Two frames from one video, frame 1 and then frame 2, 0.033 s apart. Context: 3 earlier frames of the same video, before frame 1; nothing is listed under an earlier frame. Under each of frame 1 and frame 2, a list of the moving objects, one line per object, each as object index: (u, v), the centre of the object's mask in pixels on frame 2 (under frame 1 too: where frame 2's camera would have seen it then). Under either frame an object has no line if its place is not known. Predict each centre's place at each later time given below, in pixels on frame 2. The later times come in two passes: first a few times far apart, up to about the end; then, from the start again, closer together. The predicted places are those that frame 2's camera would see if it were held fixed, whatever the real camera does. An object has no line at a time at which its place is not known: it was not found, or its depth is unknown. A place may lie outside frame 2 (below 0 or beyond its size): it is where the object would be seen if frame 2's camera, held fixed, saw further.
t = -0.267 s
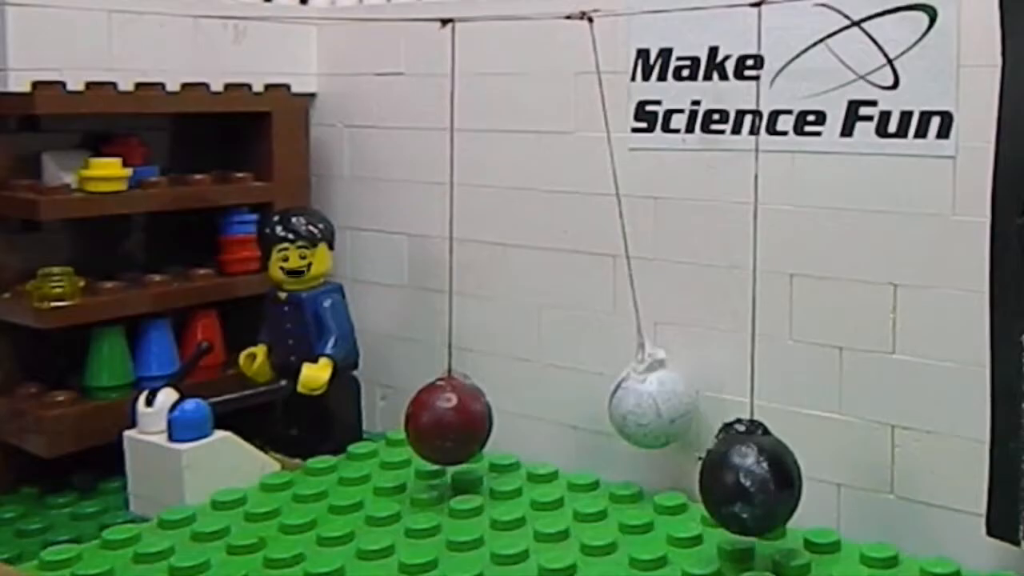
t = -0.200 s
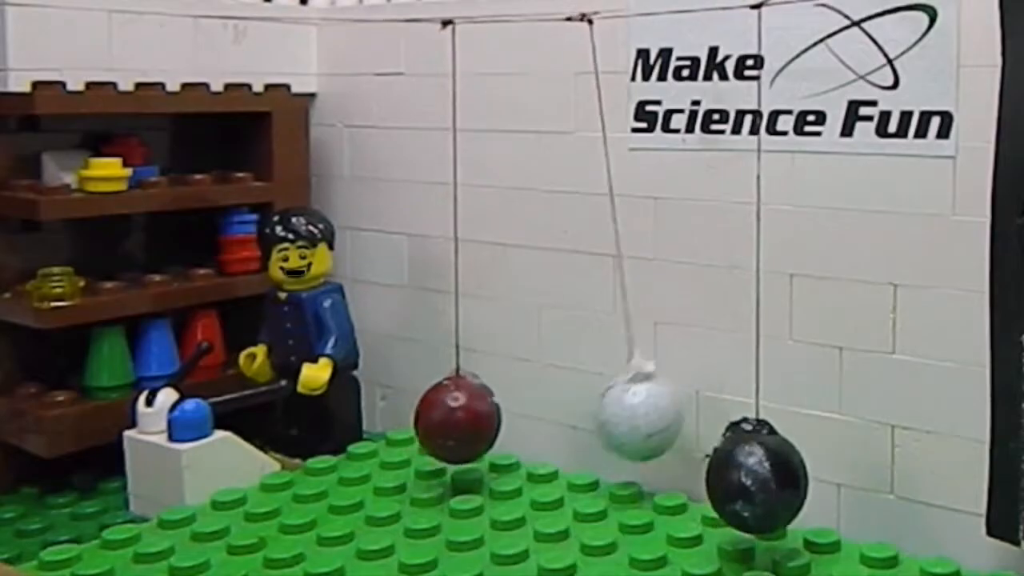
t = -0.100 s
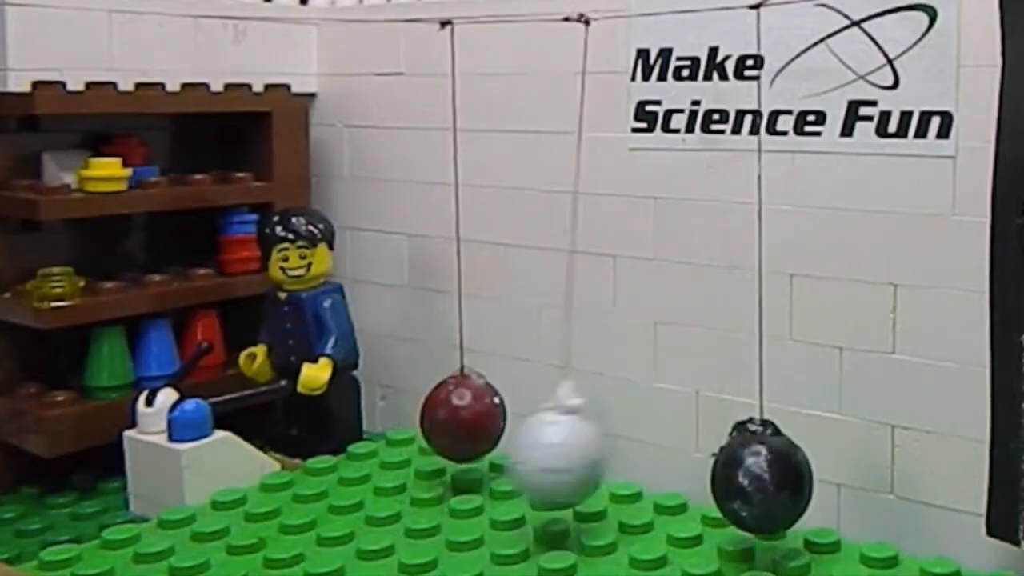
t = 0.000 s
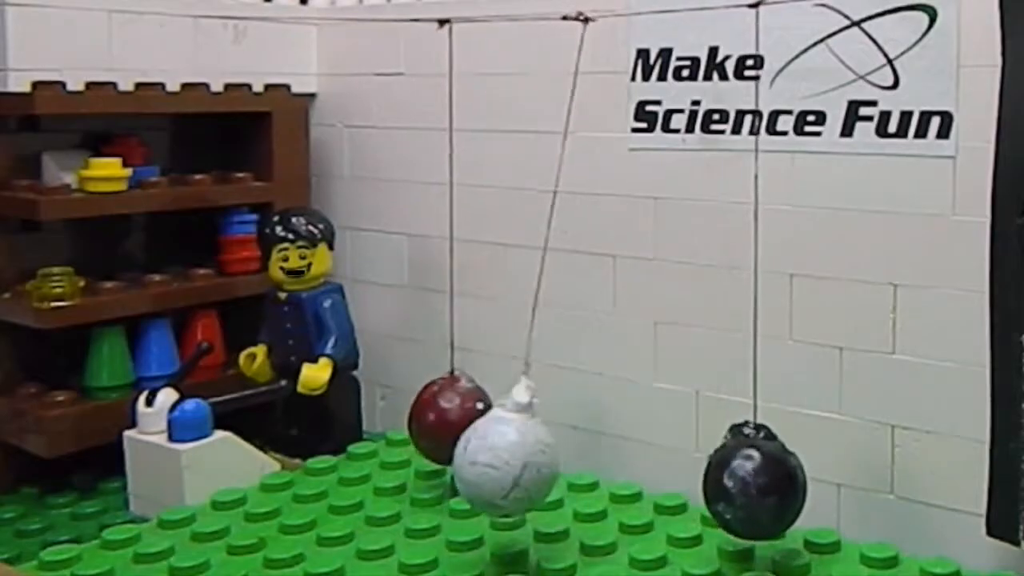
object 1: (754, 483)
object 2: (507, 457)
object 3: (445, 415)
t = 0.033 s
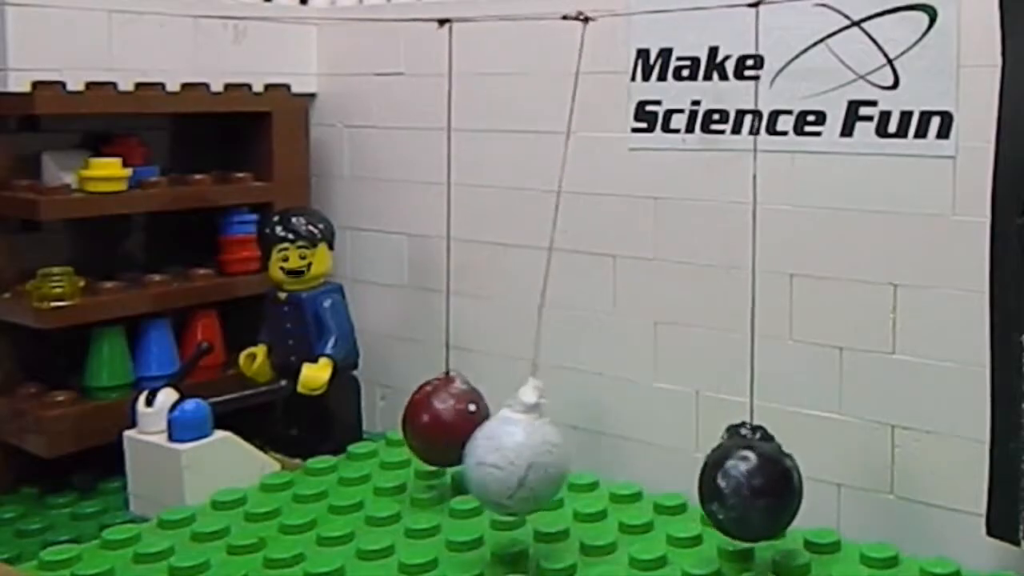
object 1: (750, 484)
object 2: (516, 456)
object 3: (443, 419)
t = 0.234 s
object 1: (750, 481)
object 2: (651, 401)
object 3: (449, 421)
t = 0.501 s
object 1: (753, 484)
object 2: (508, 456)
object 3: (444, 417)
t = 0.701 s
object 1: (746, 483)
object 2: (645, 407)
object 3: (442, 423)
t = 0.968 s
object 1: (758, 481)
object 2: (510, 456)
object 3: (449, 414)
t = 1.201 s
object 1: (747, 482)
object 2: (646, 406)
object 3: (443, 421)
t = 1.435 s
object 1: (764, 478)
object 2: (519, 456)
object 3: (459, 409)
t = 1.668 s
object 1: (739, 488)
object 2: (637, 414)
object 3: (433, 425)
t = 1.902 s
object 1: (771, 475)
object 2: (533, 457)
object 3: (470, 409)
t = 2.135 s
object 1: (731, 491)
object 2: (623, 423)
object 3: (423, 427)
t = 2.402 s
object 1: (771, 475)
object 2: (531, 457)
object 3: (470, 408)
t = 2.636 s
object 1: (729, 491)
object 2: (627, 422)
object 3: (422, 428)
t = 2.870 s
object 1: (779, 469)
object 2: (548, 454)
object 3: (481, 407)
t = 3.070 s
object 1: (718, 495)
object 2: (590, 441)
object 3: (410, 429)
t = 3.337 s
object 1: (785, 466)
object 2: (565, 452)
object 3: (490, 405)
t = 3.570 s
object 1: (716, 496)
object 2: (596, 438)
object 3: (406, 429)
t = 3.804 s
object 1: (788, 462)
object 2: (582, 445)
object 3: (494, 403)
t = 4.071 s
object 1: (714, 496)
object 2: (604, 436)
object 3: (403, 431)
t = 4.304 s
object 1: (790, 461)
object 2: (577, 449)
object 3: (497, 402)
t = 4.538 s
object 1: (711, 497)
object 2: (588, 441)
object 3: (401, 430)
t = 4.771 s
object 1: (792, 461)
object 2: (590, 444)
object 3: (496, 401)
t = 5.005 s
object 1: (713, 496)
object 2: (577, 446)
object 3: (403, 431)
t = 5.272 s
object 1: (794, 458)
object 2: (581, 447)
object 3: (500, 399)
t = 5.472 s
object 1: (720, 494)
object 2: (567, 448)
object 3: (413, 430)
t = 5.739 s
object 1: (791, 461)
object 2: (591, 444)
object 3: (496, 403)
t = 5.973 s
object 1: (716, 495)
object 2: (577, 445)
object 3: (408, 430)
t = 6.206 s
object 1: (785, 465)
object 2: (596, 443)
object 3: (485, 407)
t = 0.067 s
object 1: (746, 486)
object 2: (538, 454)
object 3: (441, 423)
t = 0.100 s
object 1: (743, 488)
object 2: (570, 450)
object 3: (438, 425)
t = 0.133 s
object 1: (742, 487)
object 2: (601, 436)
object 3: (437, 425)
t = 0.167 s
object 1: (743, 485)
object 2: (627, 420)
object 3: (439, 423)
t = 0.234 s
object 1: (750, 481)
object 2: (651, 401)
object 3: (449, 421)
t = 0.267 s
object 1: (755, 477)
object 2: (647, 404)
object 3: (456, 418)
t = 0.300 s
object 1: (760, 477)
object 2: (633, 417)
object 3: (462, 417)
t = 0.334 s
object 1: (764, 476)
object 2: (612, 432)
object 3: (466, 416)
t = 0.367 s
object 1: (765, 476)
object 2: (583, 444)
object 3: (468, 415)
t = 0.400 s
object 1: (765, 477)
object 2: (551, 453)
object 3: (466, 415)
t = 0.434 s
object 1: (762, 480)
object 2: (523, 458)
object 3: (459, 413)
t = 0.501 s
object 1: (753, 484)
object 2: (508, 456)
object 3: (444, 417)
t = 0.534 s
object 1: (747, 488)
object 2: (521, 458)
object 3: (440, 423)
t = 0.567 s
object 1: (742, 489)
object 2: (547, 454)
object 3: (436, 425)
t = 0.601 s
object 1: (739, 489)
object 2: (578, 446)
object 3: (432, 426)
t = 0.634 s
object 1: (739, 489)
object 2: (606, 434)
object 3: (432, 427)
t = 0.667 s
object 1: (741, 486)
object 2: (630, 418)
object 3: (436, 425)
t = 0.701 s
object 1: (746, 483)
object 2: (645, 407)
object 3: (442, 423)
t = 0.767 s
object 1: (759, 477)
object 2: (643, 409)
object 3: (458, 418)
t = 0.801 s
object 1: (765, 474)
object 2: (628, 421)
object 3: (466, 416)
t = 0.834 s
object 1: (769, 474)
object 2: (603, 437)
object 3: (470, 415)
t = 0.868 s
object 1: (770, 474)
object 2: (573, 448)
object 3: (471, 414)
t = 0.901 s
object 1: (769, 475)
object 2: (543, 454)
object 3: (468, 413)
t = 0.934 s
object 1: (764, 479)
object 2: (520, 457)
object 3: (458, 412)
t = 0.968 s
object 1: (758, 481)
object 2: (510, 456)
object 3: (449, 414)
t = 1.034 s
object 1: (743, 488)
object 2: (530, 457)
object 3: (437, 424)
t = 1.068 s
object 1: (737, 490)
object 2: (556, 453)
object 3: (430, 426)
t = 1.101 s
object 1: (735, 490)
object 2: (585, 442)
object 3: (427, 426)
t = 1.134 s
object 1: (735, 489)
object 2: (614, 429)
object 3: (428, 426)
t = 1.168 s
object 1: (740, 486)
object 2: (634, 416)
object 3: (434, 424)
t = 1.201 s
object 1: (747, 482)
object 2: (646, 406)
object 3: (443, 421)
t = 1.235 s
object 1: (755, 479)
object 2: (647, 406)
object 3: (453, 419)
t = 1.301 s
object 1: (770, 472)
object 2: (621, 426)
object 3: (471, 413)
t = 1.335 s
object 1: (773, 472)
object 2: (596, 440)
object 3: (476, 412)
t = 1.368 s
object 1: (774, 473)
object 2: (566, 450)
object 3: (476, 411)
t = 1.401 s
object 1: (771, 474)
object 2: (538, 454)
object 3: (470, 410)
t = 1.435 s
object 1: (764, 478)
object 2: (519, 456)
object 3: (459, 409)
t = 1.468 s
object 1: (756, 483)
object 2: (512, 456)
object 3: (449, 414)
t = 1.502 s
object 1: (747, 487)
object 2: (518, 456)
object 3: (440, 421)
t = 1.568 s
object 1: (732, 492)
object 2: (565, 450)
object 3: (425, 428)
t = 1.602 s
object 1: (731, 491)
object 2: (594, 439)
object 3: (423, 427)
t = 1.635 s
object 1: (733, 490)
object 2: (618, 425)
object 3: (425, 426)
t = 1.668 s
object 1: (739, 488)
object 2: (637, 414)
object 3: (433, 425)
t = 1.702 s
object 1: (748, 483)
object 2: (645, 406)
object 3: (445, 422)
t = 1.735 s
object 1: (758, 478)
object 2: (644, 408)
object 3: (457, 418)
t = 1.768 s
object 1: (767, 475)
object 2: (634, 418)
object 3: (468, 415)
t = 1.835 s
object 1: (777, 470)
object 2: (588, 444)
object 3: (480, 410)
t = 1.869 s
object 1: (776, 472)
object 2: (559, 453)
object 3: (479, 410)
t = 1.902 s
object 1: (771, 475)
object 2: (533, 457)
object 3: (470, 409)
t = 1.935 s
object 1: (763, 479)
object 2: (519, 456)
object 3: (458, 411)
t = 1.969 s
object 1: (753, 485)
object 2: (516, 457)
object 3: (446, 417)
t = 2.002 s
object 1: (742, 489)
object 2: (526, 457)
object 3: (437, 424)
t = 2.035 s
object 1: (732, 492)
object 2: (548, 454)
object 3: (426, 426)
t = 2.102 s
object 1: (726, 493)
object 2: (602, 437)
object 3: (418, 428)
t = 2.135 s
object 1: (731, 491)
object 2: (623, 423)
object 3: (423, 427)
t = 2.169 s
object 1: (739, 488)
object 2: (639, 414)
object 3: (433, 425)
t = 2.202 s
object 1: (750, 484)
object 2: (644, 411)
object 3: (447, 422)
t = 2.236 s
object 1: (761, 477)
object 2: (641, 413)
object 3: (461, 417)
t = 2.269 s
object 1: (771, 473)
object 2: (628, 424)
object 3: (473, 413)
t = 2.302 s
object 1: (778, 470)
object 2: (607, 437)
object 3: (481, 410)
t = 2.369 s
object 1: (778, 471)
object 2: (553, 454)
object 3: (480, 408)
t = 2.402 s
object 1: (771, 475)
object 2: (531, 457)
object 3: (470, 408)
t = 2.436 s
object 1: (761, 480)
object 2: (520, 458)
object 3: (457, 413)
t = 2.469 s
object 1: (748, 486)
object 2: (520, 457)
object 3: (444, 420)
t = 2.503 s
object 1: (736, 491)
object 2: (533, 457)
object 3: (432, 426)
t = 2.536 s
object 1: (727, 493)
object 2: (557, 452)
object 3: (420, 428)
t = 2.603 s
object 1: (723, 494)
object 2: (606, 435)
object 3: (415, 430)
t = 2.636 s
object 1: (729, 491)
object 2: (627, 422)
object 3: (422, 428)
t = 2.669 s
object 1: (740, 487)
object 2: (638, 413)
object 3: (435, 424)
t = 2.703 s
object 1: (753, 482)
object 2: (641, 412)
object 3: (451, 421)
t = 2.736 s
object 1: (766, 476)
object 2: (636, 420)
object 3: (466, 416)
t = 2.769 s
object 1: (776, 470)
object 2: (620, 429)
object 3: (478, 410)
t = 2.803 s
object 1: (782, 468)
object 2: (599, 441)
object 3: (486, 408)
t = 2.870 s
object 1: (779, 469)
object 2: (548, 454)
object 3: (481, 407)
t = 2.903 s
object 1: (770, 475)
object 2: (529, 458)
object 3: (469, 408)
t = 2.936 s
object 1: (758, 482)
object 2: (521, 459)
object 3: (455, 416)
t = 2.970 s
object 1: (743, 488)
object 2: (526, 458)
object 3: (441, 422)
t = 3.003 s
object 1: (731, 492)
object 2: (541, 456)
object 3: (426, 427)
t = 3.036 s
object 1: (722, 495)
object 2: (564, 451)
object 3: (415, 429)
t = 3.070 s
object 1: (718, 495)
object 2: (590, 441)
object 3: (410, 429)
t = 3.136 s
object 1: (730, 492)
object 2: (628, 421)
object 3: (423, 427)
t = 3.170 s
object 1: (743, 486)
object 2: (637, 415)
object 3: (438, 423)
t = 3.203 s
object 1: (758, 480)
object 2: (638, 416)
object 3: (455, 419)
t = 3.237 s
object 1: (771, 474)
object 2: (630, 424)
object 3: (471, 414)
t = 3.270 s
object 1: (781, 468)
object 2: (613, 435)
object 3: (484, 408)
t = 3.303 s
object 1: (785, 465)
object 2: (591, 444)
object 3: (490, 405)
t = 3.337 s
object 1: (785, 466)
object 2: (565, 452)
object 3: (490, 405)
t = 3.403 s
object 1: (768, 475)
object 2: (529, 456)
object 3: (467, 407)
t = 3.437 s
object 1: (755, 482)
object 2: (526, 457)
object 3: (453, 417)
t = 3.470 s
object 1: (739, 489)
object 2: (533, 456)
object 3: (437, 422)
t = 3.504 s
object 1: (726, 493)
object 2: (551, 453)
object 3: (421, 426)
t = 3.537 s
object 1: (717, 496)
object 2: (573, 447)
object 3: (409, 429)
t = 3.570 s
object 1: (716, 496)
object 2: (596, 438)
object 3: (406, 429)
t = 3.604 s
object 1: (721, 494)
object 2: (617, 426)
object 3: (411, 428)
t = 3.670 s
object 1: (746, 486)
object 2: (636, 417)
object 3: (441, 422)
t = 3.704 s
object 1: (762, 478)
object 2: (634, 419)
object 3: (459, 418)
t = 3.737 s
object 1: (775, 472)
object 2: (623, 428)
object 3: (476, 411)
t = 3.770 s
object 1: (784, 466)
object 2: (605, 439)
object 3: (488, 406)
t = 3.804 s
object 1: (788, 462)
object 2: (582, 445)
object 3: (494, 403)
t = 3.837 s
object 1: (786, 464)
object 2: (560, 453)
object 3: (491, 403)
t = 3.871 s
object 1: (778, 470)
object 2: (541, 456)
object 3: (480, 406)
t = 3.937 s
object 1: (749, 485)
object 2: (531, 457)
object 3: (449, 420)
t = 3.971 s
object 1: (734, 492)
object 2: (542, 456)
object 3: (430, 427)
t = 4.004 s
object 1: (721, 494)
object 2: (560, 453)
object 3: (415, 429)
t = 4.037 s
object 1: (714, 496)
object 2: (583, 445)
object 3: (404, 430)
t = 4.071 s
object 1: (714, 496)
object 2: (604, 436)
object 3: (403, 431)
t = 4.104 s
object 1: (721, 494)
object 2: (619, 426)
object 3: (410, 429)
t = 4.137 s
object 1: (734, 490)
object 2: (630, 421)
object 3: (425, 427)
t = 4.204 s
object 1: (767, 476)
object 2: (629, 426)
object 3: (465, 416)
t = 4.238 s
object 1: (780, 468)
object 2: (617, 433)
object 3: (482, 409)
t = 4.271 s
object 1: (788, 463)
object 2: (598, 442)
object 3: (493, 404)
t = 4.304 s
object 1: (790, 461)
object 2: (577, 449)
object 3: (497, 402)
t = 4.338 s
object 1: (786, 464)
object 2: (555, 454)
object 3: (492, 402)
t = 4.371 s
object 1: (777, 471)
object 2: (540, 456)
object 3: (479, 406)
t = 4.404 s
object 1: (762, 479)
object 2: (534, 457)
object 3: (464, 415)
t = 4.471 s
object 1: (729, 492)
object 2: (551, 453)
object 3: (425, 428)
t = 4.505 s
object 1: (716, 496)
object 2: (569, 448)
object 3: (409, 430)
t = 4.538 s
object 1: (711, 497)
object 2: (588, 441)
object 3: (401, 430)
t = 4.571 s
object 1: (713, 497)
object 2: (607, 434)
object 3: (401, 430)
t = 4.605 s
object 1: (722, 495)
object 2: (620, 426)
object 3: (411, 429)
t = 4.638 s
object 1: (737, 490)
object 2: (628, 423)
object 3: (429, 425)
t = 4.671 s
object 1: (755, 483)
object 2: (628, 426)
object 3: (450, 420)
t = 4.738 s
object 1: (784, 466)
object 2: (607, 437)
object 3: (487, 406)
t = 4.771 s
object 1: (792, 461)
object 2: (590, 444)
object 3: (496, 401)
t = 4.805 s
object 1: (792, 460)
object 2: (568, 451)
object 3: (498, 399)
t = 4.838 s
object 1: (786, 463)
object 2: (552, 454)
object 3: (491, 400)
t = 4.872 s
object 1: (774, 471)
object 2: (541, 455)
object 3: (478, 406)
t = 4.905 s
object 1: (758, 481)
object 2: (539, 456)
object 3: (461, 417)
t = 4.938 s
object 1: (741, 488)
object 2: (546, 454)
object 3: (440, 423)
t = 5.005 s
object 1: (713, 496)
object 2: (577, 446)
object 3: (403, 431)
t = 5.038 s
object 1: (709, 496)
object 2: (595, 439)
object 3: (397, 431)
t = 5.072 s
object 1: (714, 496)
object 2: (611, 431)
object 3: (400, 430)
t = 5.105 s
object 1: (726, 493)
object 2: (622, 426)
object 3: (412, 429)
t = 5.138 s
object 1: (742, 488)
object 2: (625, 425)
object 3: (433, 425)
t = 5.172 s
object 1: (760, 480)
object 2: (623, 428)
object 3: (455, 419)
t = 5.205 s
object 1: (777, 472)
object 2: (613, 437)
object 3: (476, 411)
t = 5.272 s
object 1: (794, 458)
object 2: (581, 447)
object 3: (500, 399)
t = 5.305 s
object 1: (792, 459)
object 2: (563, 452)
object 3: (500, 399)
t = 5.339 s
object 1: (785, 464)
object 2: (550, 454)
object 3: (491, 402)
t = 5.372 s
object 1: (771, 472)
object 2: (543, 454)
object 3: (476, 409)
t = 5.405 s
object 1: (754, 482)
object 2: (544, 454)
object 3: (457, 420)
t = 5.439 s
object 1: (736, 489)
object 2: (554, 453)
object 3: (434, 426)
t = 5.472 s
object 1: (720, 494)
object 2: (567, 448)
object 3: (413, 430)
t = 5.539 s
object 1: (708, 497)
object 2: (601, 437)
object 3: (394, 432)
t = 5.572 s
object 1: (715, 495)
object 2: (613, 431)
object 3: (400, 430)
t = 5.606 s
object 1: (729, 492)
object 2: (620, 428)
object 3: (416, 429)
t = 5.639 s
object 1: (747, 487)
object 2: (621, 431)
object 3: (437, 425)
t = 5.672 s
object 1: (766, 478)
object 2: (616, 433)
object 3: (460, 418)
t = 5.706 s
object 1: (781, 468)
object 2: (605, 439)
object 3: (481, 409)
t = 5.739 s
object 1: (791, 461)
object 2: (591, 444)
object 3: (496, 403)
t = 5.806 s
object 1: (792, 458)
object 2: (560, 451)
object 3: (500, 398)
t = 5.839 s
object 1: (782, 465)
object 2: (551, 454)
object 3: (489, 403)
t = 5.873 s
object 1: (768, 474)
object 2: (549, 454)
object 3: (473, 411)
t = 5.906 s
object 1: (750, 483)
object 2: (553, 453)
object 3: (453, 420)
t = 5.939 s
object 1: (731, 491)
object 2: (563, 451)
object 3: (428, 428)
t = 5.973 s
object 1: (716, 495)
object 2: (577, 445)
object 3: (408, 430)
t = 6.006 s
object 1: (708, 497)
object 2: (592, 440)
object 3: (395, 431)
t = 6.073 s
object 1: (717, 496)
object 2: (615, 432)
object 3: (401, 431)
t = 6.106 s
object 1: (733, 491)
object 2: (618, 431)
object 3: (418, 428)
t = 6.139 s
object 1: (752, 485)
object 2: (616, 434)
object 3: (442, 423)
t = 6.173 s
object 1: (770, 475)
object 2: (609, 438)
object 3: (465, 417)
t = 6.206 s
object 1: (785, 465)
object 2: (596, 443)
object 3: (485, 407)
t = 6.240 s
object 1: (793, 458)
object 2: (582, 447)
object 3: (499, 401)
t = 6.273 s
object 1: (796, 455)
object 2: (568, 451)
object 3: (504, 397)
